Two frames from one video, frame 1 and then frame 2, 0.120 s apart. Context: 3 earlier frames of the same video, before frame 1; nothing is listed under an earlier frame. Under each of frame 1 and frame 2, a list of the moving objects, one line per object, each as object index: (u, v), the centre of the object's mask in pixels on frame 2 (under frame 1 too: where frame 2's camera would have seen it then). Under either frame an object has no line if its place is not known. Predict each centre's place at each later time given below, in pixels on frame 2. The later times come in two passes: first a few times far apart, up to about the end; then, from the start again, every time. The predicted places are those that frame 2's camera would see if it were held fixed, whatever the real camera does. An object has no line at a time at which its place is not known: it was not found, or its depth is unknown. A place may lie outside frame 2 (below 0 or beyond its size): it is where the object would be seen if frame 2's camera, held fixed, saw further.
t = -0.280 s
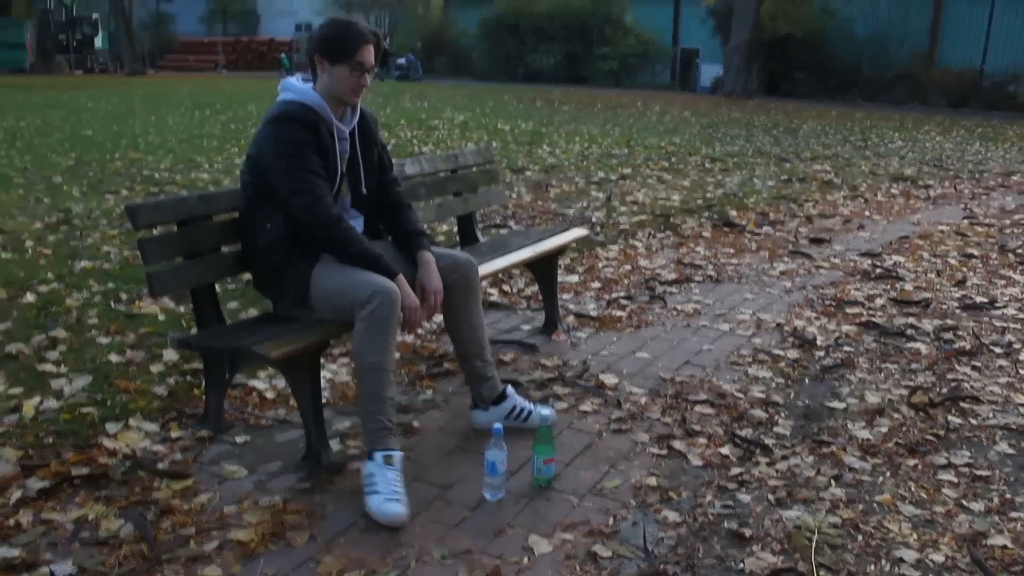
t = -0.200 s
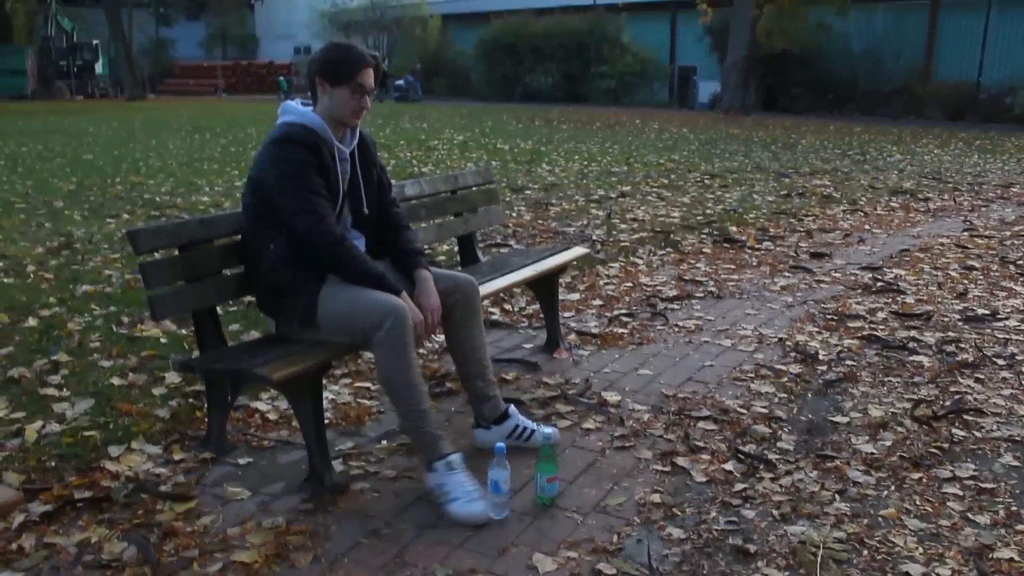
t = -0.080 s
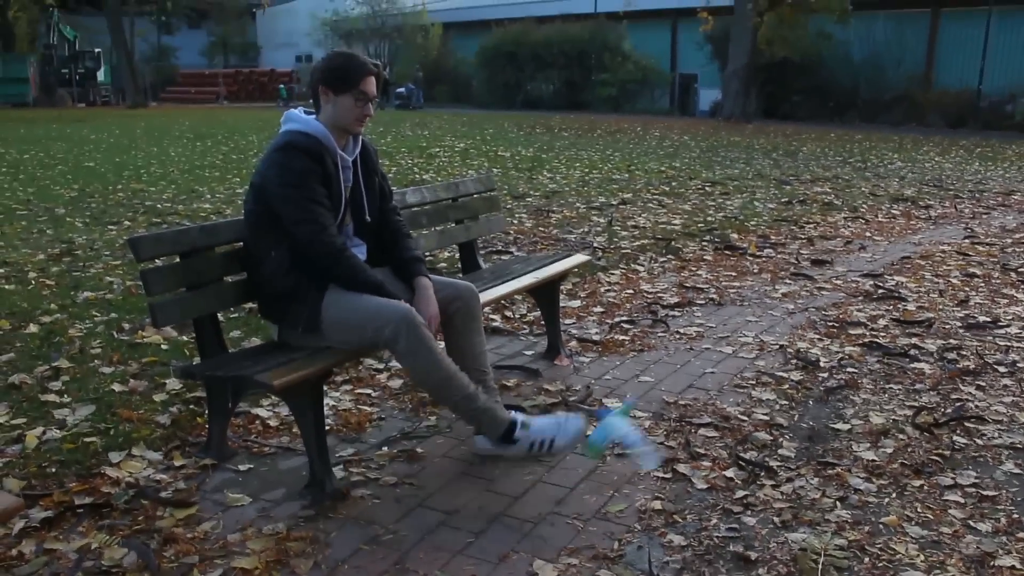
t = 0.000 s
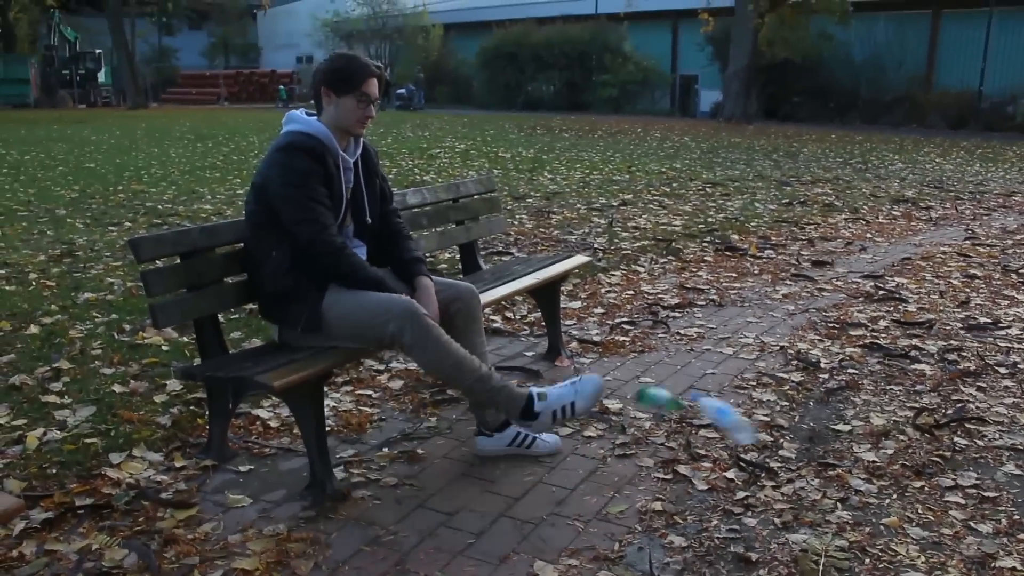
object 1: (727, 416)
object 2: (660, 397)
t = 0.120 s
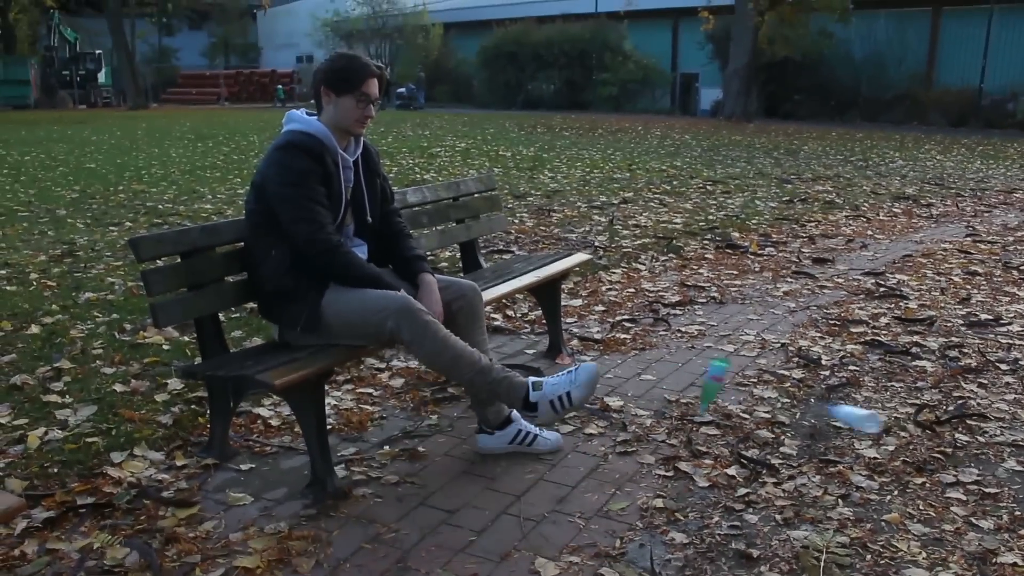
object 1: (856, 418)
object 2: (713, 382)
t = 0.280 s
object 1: (998, 464)
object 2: (779, 378)
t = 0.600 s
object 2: (839, 358)
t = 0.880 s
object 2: (847, 350)
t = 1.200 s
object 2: (847, 348)
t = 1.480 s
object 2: (846, 348)
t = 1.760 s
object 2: (847, 349)
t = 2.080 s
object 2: (847, 349)
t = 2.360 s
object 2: (847, 349)
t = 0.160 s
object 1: (897, 427)
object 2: (729, 380)
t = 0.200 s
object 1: (934, 440)
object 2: (744, 382)
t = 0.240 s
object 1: (968, 456)
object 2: (762, 386)
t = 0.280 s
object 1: (998, 464)
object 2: (779, 378)
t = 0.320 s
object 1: (1019, 457)
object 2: (790, 373)
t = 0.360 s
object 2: (798, 371)
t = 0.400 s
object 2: (809, 371)
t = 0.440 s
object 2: (816, 367)
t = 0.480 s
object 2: (823, 363)
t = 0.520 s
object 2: (831, 362)
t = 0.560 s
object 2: (836, 362)
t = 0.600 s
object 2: (839, 358)
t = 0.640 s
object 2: (843, 356)
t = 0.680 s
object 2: (845, 355)
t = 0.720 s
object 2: (845, 354)
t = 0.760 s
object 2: (846, 353)
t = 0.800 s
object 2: (846, 351)
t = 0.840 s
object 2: (847, 351)
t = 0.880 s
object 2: (847, 350)
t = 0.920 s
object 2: (847, 350)
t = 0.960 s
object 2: (848, 349)
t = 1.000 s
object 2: (848, 349)
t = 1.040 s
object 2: (848, 348)
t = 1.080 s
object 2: (848, 348)
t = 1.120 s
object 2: (847, 348)
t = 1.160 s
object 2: (847, 348)
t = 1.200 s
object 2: (847, 348)
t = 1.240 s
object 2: (847, 348)
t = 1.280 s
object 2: (847, 348)
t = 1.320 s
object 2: (847, 348)
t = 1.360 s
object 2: (846, 348)
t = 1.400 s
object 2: (847, 348)
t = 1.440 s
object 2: (846, 348)
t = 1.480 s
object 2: (846, 348)
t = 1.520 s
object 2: (846, 349)
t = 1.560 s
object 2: (847, 349)
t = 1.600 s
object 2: (846, 349)
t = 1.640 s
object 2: (847, 349)
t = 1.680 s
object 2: (847, 349)
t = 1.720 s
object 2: (847, 349)
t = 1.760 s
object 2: (847, 349)
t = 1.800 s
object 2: (847, 349)
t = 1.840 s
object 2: (847, 349)
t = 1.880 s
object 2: (848, 349)
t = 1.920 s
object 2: (848, 349)
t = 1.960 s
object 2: (847, 349)
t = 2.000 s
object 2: (847, 349)
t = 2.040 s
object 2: (847, 349)
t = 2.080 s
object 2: (847, 349)
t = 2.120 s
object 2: (847, 349)
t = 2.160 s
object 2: (847, 349)
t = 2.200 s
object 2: (847, 349)
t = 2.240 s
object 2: (847, 349)
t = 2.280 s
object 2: (847, 349)
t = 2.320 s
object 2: (847, 349)
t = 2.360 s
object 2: (847, 349)
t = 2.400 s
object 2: (848, 349)
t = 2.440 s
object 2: (847, 349)
